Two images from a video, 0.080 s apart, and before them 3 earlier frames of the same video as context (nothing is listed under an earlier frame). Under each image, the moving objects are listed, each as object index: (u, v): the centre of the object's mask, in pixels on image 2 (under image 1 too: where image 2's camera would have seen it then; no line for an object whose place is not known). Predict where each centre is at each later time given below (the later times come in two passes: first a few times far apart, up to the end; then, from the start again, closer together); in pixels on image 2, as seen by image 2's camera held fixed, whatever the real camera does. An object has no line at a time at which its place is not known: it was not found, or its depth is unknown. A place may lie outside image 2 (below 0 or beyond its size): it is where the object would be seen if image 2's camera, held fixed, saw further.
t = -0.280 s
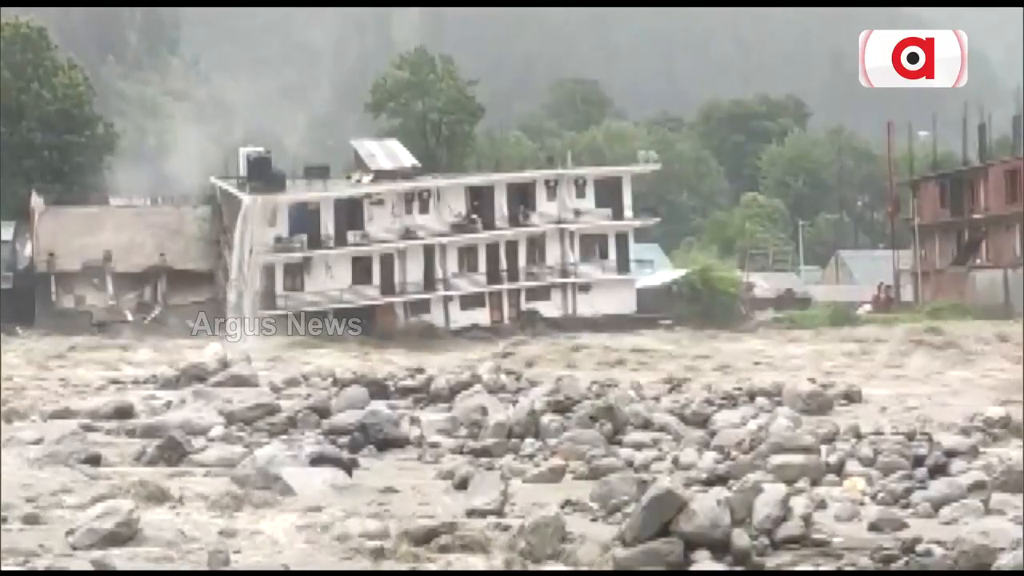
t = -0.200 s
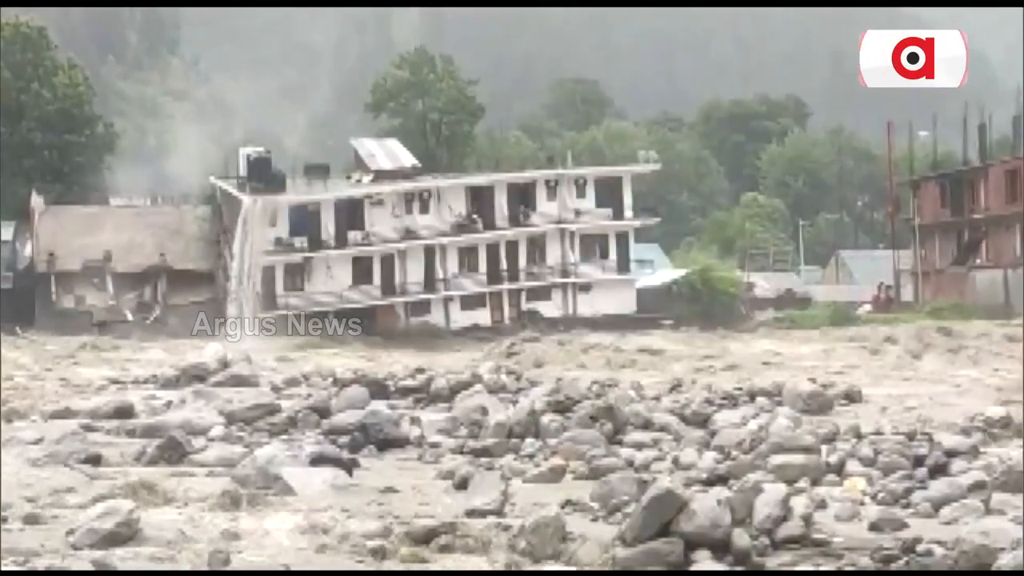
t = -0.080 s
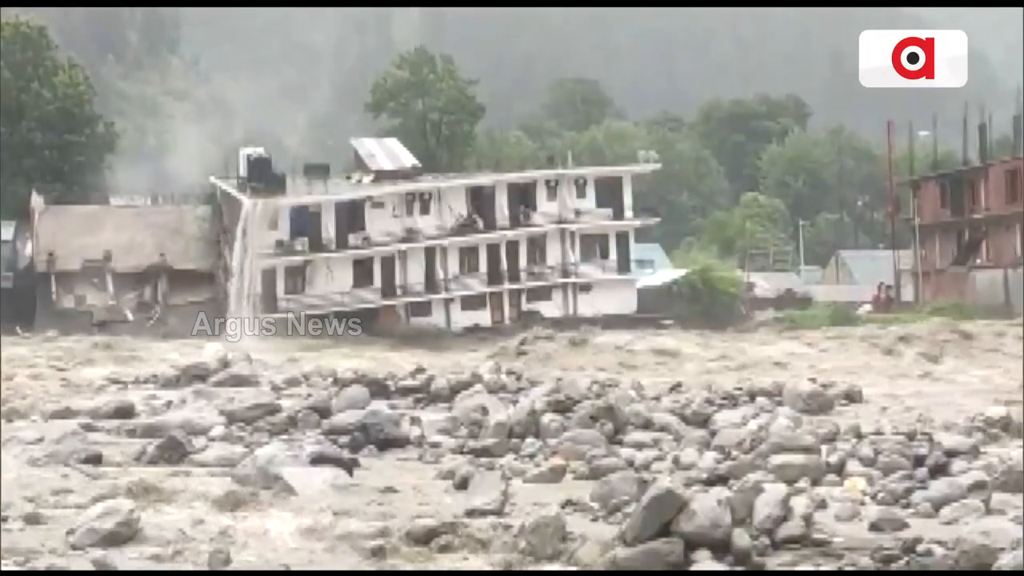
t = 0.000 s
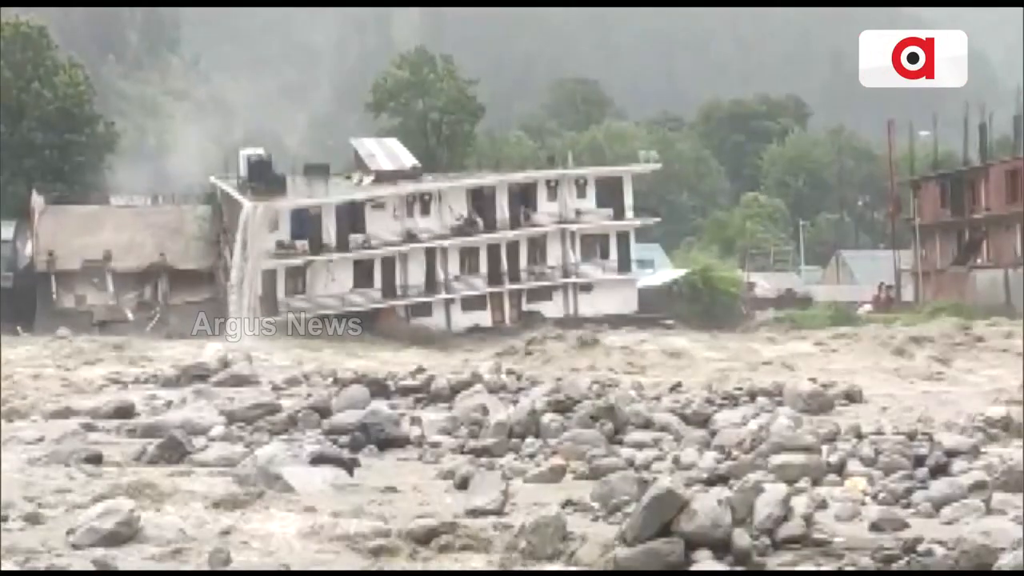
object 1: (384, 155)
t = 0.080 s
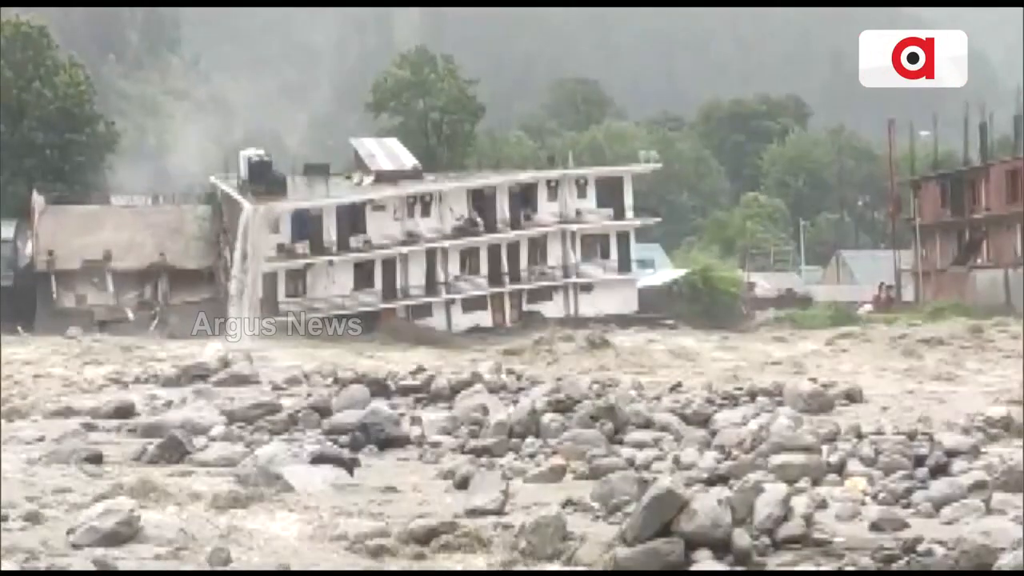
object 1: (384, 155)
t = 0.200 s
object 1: (383, 156)
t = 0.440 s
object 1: (383, 158)
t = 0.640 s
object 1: (382, 161)
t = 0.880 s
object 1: (383, 167)
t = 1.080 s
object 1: (383, 173)
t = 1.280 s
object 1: (385, 180)
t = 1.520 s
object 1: (388, 190)
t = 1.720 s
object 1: (391, 200)
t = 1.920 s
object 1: (395, 213)
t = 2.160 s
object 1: (400, 226)
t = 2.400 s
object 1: (405, 244)
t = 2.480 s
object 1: (408, 251)
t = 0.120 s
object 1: (384, 156)
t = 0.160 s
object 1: (383, 156)
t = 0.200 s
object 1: (383, 156)
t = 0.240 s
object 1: (383, 156)
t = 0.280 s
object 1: (383, 157)
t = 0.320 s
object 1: (383, 157)
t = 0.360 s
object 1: (383, 157)
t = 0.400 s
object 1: (383, 158)
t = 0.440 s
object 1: (383, 158)
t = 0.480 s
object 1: (383, 159)
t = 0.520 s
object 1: (382, 159)
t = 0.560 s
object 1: (382, 160)
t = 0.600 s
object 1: (382, 160)
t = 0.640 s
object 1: (382, 161)
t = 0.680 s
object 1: (383, 162)
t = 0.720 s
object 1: (382, 163)
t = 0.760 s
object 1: (383, 164)
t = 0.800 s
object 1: (383, 165)
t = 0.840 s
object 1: (383, 166)
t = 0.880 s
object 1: (383, 167)
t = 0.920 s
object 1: (382, 168)
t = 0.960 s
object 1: (383, 169)
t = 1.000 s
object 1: (384, 173)
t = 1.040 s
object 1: (384, 174)
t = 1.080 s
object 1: (383, 173)
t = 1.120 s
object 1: (384, 176)
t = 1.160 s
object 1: (384, 176)
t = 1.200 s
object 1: (385, 180)
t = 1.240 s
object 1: (385, 180)
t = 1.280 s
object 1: (385, 180)
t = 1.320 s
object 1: (386, 181)
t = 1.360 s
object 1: (386, 183)
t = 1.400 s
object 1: (387, 185)
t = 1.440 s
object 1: (387, 187)
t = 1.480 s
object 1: (388, 188)
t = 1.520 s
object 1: (388, 190)
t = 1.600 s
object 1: (389, 194)
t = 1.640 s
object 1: (390, 196)
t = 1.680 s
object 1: (390, 198)
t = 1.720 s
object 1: (391, 200)
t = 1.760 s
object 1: (392, 203)
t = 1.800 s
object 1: (393, 205)
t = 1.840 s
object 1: (393, 207)
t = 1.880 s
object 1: (394, 210)
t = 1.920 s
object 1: (395, 213)
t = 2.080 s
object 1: (399, 222)
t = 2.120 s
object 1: (400, 224)
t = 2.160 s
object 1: (400, 226)
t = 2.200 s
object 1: (401, 229)
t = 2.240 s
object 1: (401, 232)
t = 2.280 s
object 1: (402, 235)
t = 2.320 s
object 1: (403, 238)
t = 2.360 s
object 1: (404, 241)
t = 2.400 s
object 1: (405, 244)
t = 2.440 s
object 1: (407, 247)
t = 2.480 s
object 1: (408, 251)
